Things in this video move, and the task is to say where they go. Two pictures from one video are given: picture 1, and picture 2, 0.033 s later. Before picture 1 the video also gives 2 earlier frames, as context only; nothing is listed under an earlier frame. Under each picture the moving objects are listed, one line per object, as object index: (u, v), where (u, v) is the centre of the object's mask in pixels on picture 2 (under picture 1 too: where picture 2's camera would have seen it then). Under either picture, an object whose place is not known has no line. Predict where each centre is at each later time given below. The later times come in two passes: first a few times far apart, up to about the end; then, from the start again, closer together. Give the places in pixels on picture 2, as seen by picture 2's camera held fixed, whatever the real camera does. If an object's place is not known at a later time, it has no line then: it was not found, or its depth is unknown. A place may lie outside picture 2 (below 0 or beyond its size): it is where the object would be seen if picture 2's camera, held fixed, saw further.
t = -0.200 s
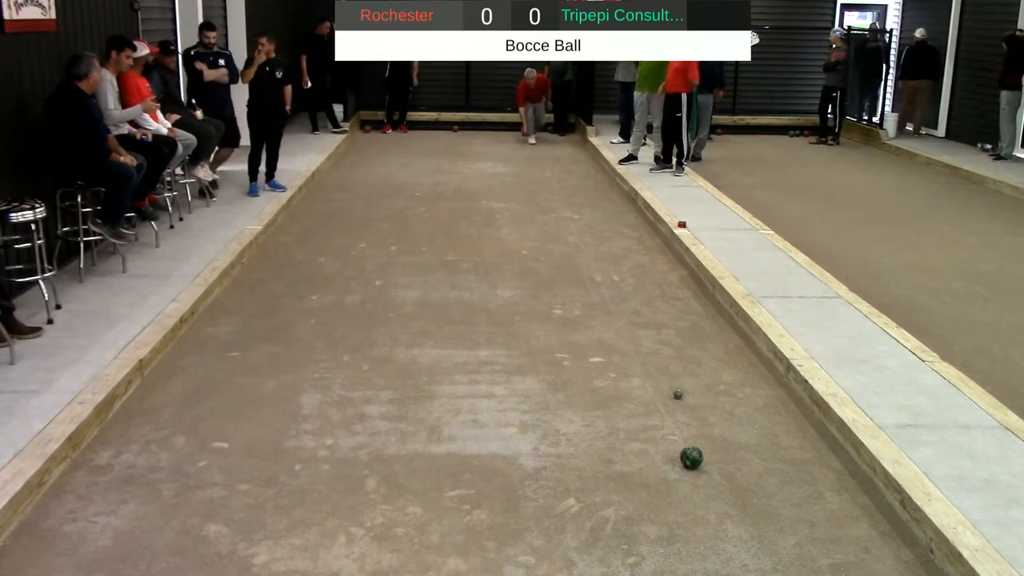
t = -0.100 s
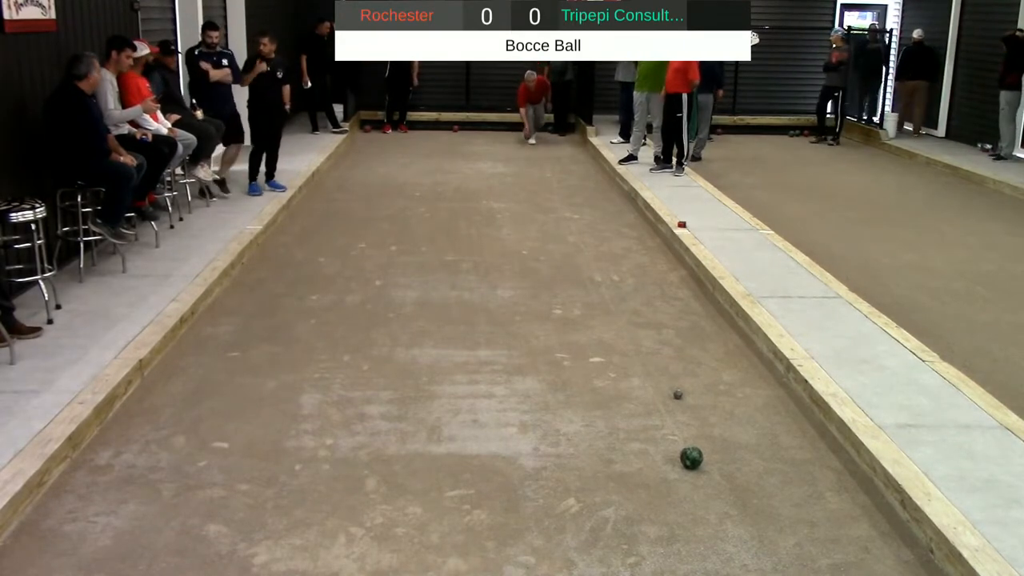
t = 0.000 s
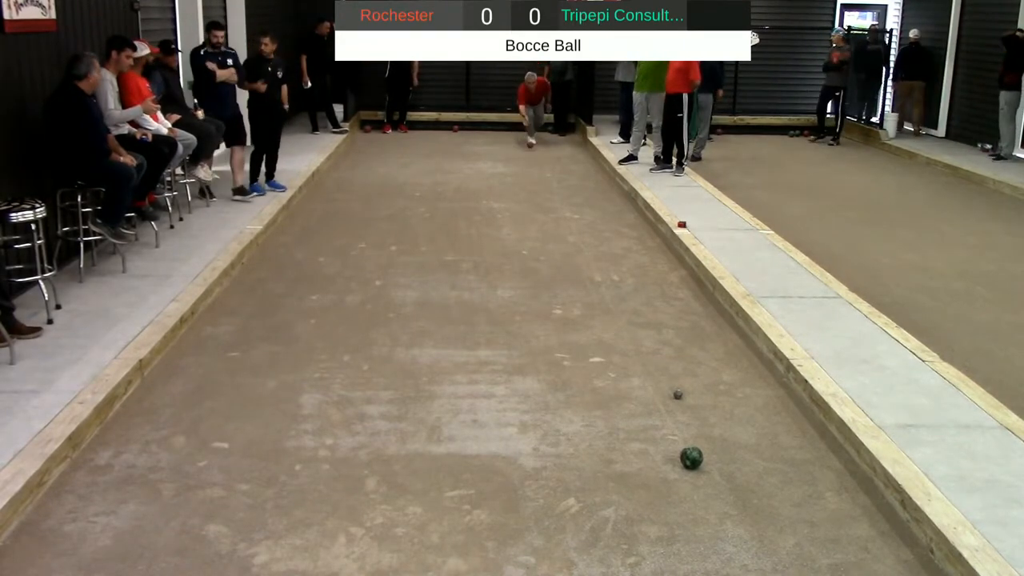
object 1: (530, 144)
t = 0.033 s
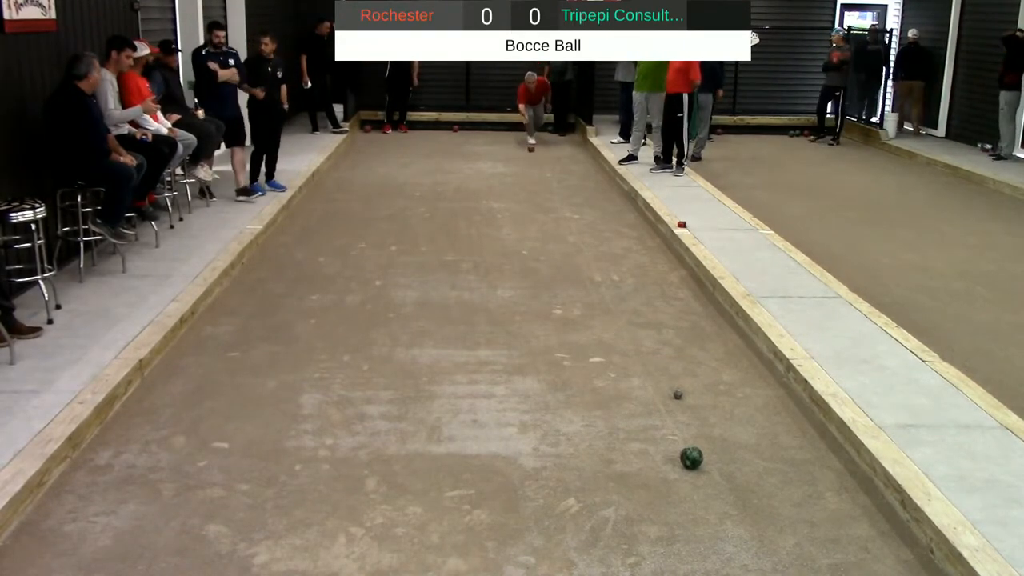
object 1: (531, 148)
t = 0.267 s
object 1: (536, 154)
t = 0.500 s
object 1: (540, 160)
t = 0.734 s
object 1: (545, 168)
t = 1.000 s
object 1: (551, 175)
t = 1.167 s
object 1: (556, 181)
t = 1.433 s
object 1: (562, 189)
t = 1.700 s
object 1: (570, 197)
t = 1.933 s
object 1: (578, 205)
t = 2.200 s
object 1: (587, 214)
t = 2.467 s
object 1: (595, 223)
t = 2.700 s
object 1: (602, 231)
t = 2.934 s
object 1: (610, 238)
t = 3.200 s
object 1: (619, 248)
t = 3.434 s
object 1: (627, 256)
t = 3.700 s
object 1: (636, 264)
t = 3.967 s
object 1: (644, 272)
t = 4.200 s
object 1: (652, 280)
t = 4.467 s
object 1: (660, 288)
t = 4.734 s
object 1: (667, 294)
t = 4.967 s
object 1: (672, 300)
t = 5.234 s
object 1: (676, 305)
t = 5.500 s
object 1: (679, 310)
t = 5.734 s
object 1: (682, 312)
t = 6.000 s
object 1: (686, 315)
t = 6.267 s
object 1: (689, 317)
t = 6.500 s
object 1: (689, 317)
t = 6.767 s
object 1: (688, 316)
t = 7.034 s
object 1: (688, 316)
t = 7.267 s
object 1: (688, 316)
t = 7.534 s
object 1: (688, 316)
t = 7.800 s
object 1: (688, 316)
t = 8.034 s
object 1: (688, 316)
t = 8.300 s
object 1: (688, 316)
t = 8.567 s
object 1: (688, 316)
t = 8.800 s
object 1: (688, 316)
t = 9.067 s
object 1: (688, 316)
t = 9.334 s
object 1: (688, 316)
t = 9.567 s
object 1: (688, 316)
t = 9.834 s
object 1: (688, 316)
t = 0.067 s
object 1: (531, 149)
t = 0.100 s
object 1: (532, 150)
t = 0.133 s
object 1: (533, 150)
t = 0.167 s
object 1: (534, 151)
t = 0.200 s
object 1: (535, 153)
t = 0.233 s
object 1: (535, 153)
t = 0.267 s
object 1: (536, 154)
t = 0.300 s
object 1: (537, 156)
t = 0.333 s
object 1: (537, 156)
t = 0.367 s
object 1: (538, 157)
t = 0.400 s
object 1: (538, 158)
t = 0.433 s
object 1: (539, 159)
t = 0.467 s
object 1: (540, 160)
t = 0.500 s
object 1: (540, 160)
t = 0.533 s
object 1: (541, 162)
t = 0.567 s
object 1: (542, 163)
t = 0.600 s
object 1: (543, 165)
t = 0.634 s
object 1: (543, 165)
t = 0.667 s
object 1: (544, 166)
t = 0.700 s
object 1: (545, 167)
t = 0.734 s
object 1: (545, 168)
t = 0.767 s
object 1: (546, 169)
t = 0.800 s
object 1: (546, 169)
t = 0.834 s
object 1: (547, 171)
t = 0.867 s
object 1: (548, 171)
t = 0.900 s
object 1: (548, 172)
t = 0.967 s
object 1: (550, 174)
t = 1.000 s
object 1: (551, 175)
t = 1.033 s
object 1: (552, 176)
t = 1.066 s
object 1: (552, 177)
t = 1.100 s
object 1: (554, 178)
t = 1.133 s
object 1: (555, 180)
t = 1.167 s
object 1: (556, 181)
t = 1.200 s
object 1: (556, 182)
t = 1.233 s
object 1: (557, 182)
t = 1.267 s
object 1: (558, 183)
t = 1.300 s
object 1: (559, 184)
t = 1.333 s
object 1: (560, 185)
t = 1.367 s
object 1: (560, 186)
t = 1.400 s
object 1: (562, 188)
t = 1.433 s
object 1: (562, 189)
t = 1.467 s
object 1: (563, 190)
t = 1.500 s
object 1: (564, 191)
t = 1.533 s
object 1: (565, 192)
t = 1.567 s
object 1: (566, 193)
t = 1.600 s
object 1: (567, 194)
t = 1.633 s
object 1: (568, 195)
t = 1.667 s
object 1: (569, 196)
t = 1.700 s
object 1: (570, 197)
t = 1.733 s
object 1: (571, 199)
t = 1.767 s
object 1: (572, 200)
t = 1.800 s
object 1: (573, 201)
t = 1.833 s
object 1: (574, 202)
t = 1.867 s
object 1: (575, 203)
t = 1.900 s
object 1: (576, 204)
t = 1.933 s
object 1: (578, 205)
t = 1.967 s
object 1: (578, 206)
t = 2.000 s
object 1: (580, 207)
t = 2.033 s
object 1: (581, 209)
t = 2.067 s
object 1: (582, 210)
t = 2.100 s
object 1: (583, 211)
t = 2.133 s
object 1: (584, 212)
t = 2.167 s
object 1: (586, 213)
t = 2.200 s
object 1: (587, 214)
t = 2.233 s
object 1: (588, 215)
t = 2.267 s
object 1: (589, 216)
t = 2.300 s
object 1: (590, 217)
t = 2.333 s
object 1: (591, 218)
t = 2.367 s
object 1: (592, 219)
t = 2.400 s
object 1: (593, 220)
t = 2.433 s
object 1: (594, 222)
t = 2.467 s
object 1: (595, 223)
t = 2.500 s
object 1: (596, 224)
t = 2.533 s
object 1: (597, 225)
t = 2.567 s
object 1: (598, 226)
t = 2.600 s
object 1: (599, 227)
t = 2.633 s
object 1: (600, 228)
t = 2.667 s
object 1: (601, 230)
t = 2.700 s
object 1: (602, 231)
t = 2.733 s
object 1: (603, 232)
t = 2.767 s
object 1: (604, 233)
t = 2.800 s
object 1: (606, 234)
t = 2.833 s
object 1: (607, 235)
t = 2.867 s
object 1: (608, 236)
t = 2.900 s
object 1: (609, 237)
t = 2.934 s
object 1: (610, 238)
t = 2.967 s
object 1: (612, 240)
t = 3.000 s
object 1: (612, 240)
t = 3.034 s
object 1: (613, 241)
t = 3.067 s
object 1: (615, 243)
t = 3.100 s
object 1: (616, 244)
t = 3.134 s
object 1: (617, 245)
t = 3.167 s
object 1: (618, 247)
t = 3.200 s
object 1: (619, 248)
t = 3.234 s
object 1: (620, 248)
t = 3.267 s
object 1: (621, 250)
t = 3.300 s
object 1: (622, 250)
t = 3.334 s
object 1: (623, 251)
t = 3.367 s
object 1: (625, 253)
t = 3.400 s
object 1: (626, 255)
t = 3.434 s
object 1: (627, 256)
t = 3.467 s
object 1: (628, 257)
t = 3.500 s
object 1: (629, 257)
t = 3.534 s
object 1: (630, 258)
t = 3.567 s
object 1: (632, 260)
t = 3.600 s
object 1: (633, 261)
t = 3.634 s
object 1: (634, 262)
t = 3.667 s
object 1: (634, 262)
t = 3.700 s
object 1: (636, 264)
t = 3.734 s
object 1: (637, 265)
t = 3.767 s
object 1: (638, 266)
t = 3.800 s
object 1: (639, 267)
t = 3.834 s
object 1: (640, 268)
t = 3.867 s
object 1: (641, 269)
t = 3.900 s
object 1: (642, 270)
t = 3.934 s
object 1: (643, 271)
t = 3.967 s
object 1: (644, 272)
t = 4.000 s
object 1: (646, 273)
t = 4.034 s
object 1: (647, 275)
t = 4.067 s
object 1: (648, 276)
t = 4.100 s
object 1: (649, 277)
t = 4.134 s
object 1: (650, 278)
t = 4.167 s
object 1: (651, 279)
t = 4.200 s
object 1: (652, 280)
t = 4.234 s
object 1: (653, 281)
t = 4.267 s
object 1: (654, 282)
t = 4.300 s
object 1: (655, 282)
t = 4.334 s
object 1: (656, 283)
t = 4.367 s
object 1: (657, 284)
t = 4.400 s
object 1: (658, 286)
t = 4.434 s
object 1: (659, 287)
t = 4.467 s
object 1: (660, 288)
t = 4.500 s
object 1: (661, 289)
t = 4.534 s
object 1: (662, 289)
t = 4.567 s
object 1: (663, 290)
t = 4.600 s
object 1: (664, 292)
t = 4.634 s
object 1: (664, 292)
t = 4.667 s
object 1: (665, 293)
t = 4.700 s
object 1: (666, 294)
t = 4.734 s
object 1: (667, 294)
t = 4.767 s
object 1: (668, 295)
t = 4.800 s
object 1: (669, 296)
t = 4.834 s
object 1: (669, 297)
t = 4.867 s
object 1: (670, 298)
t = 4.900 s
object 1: (671, 299)
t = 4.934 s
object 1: (672, 300)
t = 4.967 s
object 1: (672, 300)
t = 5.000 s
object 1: (673, 301)
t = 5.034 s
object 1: (673, 302)
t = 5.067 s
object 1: (674, 302)
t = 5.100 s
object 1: (674, 303)
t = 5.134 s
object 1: (675, 303)
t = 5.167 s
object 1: (675, 304)
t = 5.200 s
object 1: (675, 304)
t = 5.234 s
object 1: (676, 305)
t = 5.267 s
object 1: (676, 306)
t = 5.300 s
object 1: (677, 306)
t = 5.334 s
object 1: (677, 307)
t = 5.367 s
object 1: (678, 308)
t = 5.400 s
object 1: (678, 308)
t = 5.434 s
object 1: (679, 309)
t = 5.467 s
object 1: (679, 310)
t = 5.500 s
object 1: (679, 310)
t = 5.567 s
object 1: (680, 310)
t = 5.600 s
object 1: (680, 311)
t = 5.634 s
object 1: (681, 312)
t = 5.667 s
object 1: (681, 312)
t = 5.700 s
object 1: (682, 312)
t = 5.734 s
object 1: (682, 312)
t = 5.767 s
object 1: (683, 313)
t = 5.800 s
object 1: (683, 313)
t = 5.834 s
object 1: (684, 314)
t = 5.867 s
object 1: (685, 314)
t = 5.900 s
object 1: (685, 315)
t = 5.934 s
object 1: (686, 315)
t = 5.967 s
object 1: (686, 315)
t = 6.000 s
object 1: (686, 315)
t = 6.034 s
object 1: (687, 315)
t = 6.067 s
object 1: (688, 316)
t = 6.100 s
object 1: (688, 316)
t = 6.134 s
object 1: (689, 316)
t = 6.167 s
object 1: (689, 316)
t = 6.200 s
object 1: (689, 316)
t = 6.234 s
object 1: (689, 316)
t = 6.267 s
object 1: (689, 317)
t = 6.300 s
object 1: (689, 317)
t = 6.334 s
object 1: (689, 317)
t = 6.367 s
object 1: (689, 317)
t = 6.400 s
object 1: (689, 317)
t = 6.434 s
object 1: (689, 317)
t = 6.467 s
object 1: (689, 317)
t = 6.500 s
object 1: (689, 317)
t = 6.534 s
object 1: (688, 316)
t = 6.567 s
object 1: (688, 316)
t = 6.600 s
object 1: (688, 316)
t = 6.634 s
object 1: (688, 316)
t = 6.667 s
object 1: (688, 316)
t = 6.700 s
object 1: (688, 316)
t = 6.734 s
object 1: (688, 316)
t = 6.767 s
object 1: (688, 316)
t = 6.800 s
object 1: (688, 316)
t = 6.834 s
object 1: (688, 316)
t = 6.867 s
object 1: (688, 316)
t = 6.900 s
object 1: (688, 316)
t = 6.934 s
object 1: (688, 316)
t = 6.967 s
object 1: (688, 316)
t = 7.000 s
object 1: (688, 316)
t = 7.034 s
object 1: (688, 316)
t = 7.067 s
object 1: (688, 316)
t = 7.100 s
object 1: (688, 316)
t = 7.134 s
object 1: (688, 316)
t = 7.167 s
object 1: (688, 316)
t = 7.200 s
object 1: (688, 316)
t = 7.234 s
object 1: (688, 316)
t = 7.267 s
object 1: (688, 316)
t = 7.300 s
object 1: (688, 316)
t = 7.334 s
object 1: (688, 316)
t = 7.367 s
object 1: (688, 316)
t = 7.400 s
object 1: (688, 316)
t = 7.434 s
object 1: (688, 316)
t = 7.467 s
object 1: (688, 316)
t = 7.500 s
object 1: (688, 316)
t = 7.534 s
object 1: (688, 316)
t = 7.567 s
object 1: (688, 316)
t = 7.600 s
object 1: (688, 316)
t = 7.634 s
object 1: (688, 316)
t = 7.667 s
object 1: (688, 316)
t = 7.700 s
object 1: (688, 316)
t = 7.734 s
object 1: (688, 316)
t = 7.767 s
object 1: (688, 316)
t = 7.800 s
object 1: (688, 316)
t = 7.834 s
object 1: (688, 316)
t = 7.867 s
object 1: (688, 316)
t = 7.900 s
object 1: (688, 316)
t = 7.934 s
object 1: (688, 316)
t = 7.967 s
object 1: (688, 316)
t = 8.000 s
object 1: (688, 316)
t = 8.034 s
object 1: (688, 316)
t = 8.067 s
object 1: (688, 316)
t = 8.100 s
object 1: (688, 316)
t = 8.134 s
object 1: (688, 316)
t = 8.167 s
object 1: (688, 316)
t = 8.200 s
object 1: (688, 316)
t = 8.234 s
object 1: (688, 316)
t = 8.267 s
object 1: (688, 316)
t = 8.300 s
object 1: (688, 316)
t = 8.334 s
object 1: (688, 316)
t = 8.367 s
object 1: (688, 316)
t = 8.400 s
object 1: (688, 316)
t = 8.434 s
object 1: (688, 316)
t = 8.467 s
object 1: (688, 316)
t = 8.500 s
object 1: (688, 316)
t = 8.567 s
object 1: (688, 316)
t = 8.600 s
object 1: (688, 316)
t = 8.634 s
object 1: (688, 316)
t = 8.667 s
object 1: (688, 316)
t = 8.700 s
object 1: (688, 316)
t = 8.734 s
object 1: (688, 316)
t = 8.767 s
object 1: (688, 316)
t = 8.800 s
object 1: (688, 316)
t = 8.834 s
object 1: (688, 316)
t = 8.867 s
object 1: (688, 316)
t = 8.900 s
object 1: (688, 316)
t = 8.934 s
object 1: (688, 316)
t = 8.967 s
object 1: (688, 316)
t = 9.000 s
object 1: (688, 316)
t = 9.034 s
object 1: (688, 316)
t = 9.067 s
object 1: (688, 316)
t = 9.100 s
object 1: (688, 316)
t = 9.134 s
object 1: (688, 316)
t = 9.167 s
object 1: (688, 316)
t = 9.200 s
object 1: (688, 316)
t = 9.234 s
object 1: (688, 316)
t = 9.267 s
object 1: (688, 316)
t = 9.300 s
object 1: (688, 316)
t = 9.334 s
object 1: (688, 316)
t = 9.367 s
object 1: (688, 316)
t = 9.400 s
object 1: (688, 316)
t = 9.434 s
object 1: (688, 316)
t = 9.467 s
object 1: (688, 316)
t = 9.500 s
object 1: (688, 316)
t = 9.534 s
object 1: (688, 316)
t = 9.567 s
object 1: (688, 316)
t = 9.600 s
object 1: (688, 316)
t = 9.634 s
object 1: (688, 316)
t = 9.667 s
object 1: (688, 316)
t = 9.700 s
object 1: (688, 316)
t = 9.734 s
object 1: (688, 316)
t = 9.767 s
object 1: (688, 316)
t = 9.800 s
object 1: (688, 316)
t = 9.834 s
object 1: (688, 316)
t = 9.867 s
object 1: (688, 316)
